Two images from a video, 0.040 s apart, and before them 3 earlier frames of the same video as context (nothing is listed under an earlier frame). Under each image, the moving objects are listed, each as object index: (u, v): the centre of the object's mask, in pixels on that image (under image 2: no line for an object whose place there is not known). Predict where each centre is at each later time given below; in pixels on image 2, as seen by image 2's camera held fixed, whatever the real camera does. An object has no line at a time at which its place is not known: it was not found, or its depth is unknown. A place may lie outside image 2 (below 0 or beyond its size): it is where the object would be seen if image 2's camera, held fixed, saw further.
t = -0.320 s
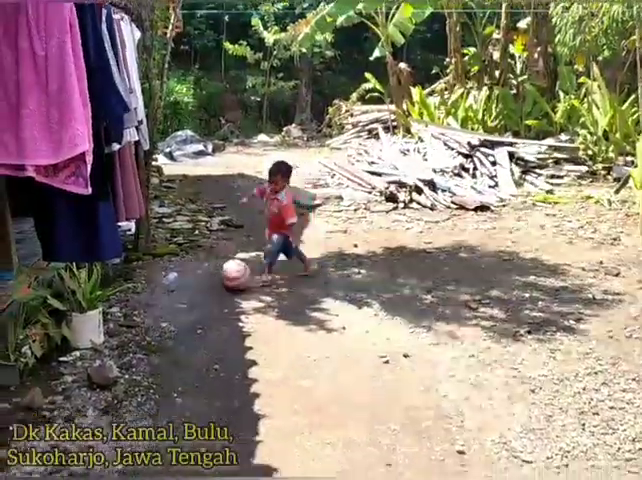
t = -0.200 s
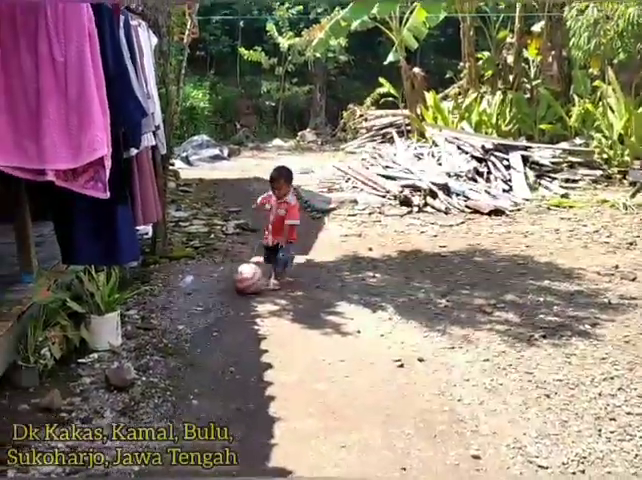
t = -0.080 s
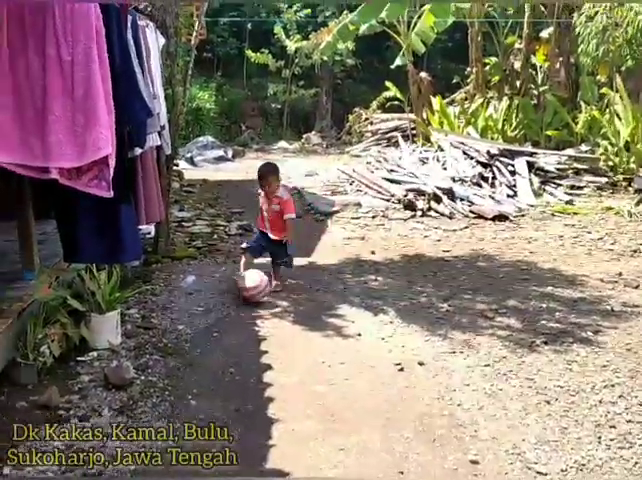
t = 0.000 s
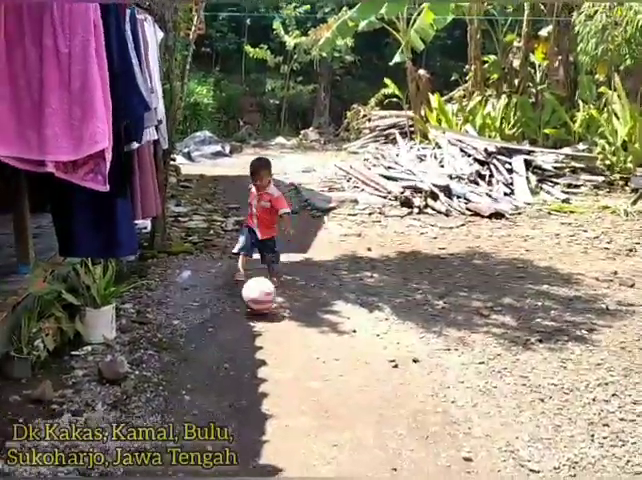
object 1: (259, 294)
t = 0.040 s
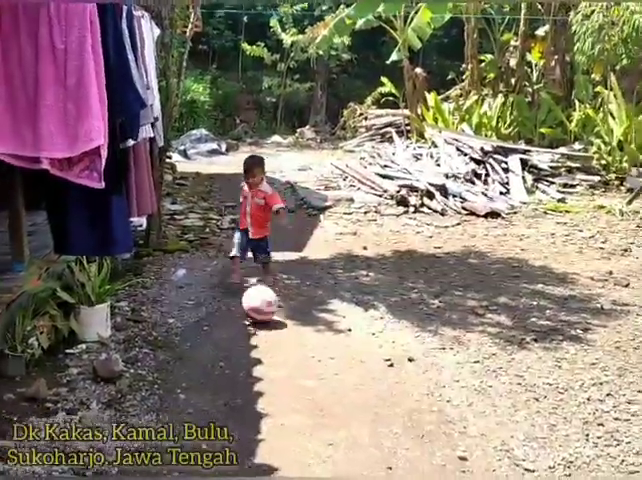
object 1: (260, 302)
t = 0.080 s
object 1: (268, 318)
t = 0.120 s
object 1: (274, 327)
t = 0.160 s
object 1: (282, 339)
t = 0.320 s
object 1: (307, 359)
